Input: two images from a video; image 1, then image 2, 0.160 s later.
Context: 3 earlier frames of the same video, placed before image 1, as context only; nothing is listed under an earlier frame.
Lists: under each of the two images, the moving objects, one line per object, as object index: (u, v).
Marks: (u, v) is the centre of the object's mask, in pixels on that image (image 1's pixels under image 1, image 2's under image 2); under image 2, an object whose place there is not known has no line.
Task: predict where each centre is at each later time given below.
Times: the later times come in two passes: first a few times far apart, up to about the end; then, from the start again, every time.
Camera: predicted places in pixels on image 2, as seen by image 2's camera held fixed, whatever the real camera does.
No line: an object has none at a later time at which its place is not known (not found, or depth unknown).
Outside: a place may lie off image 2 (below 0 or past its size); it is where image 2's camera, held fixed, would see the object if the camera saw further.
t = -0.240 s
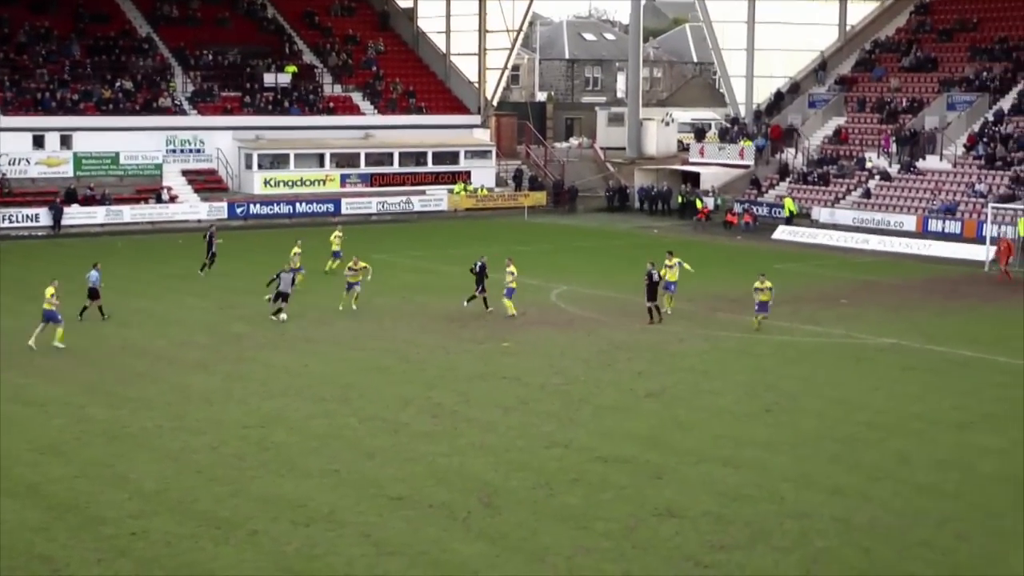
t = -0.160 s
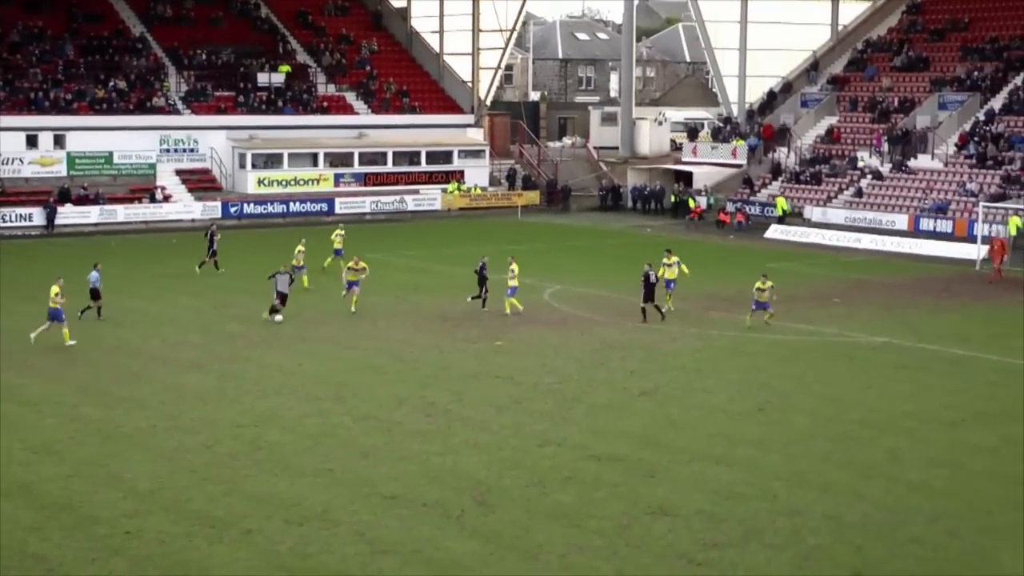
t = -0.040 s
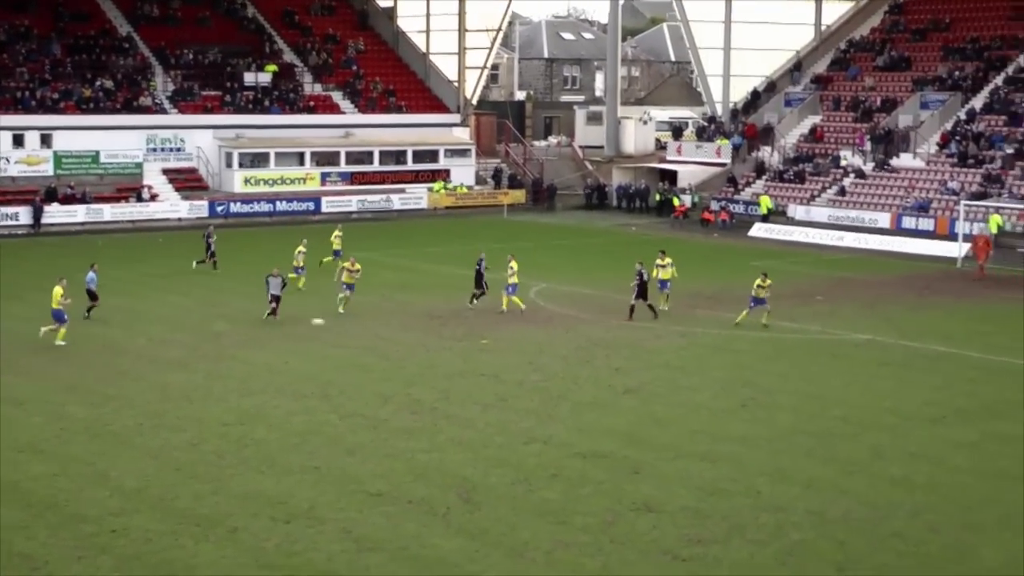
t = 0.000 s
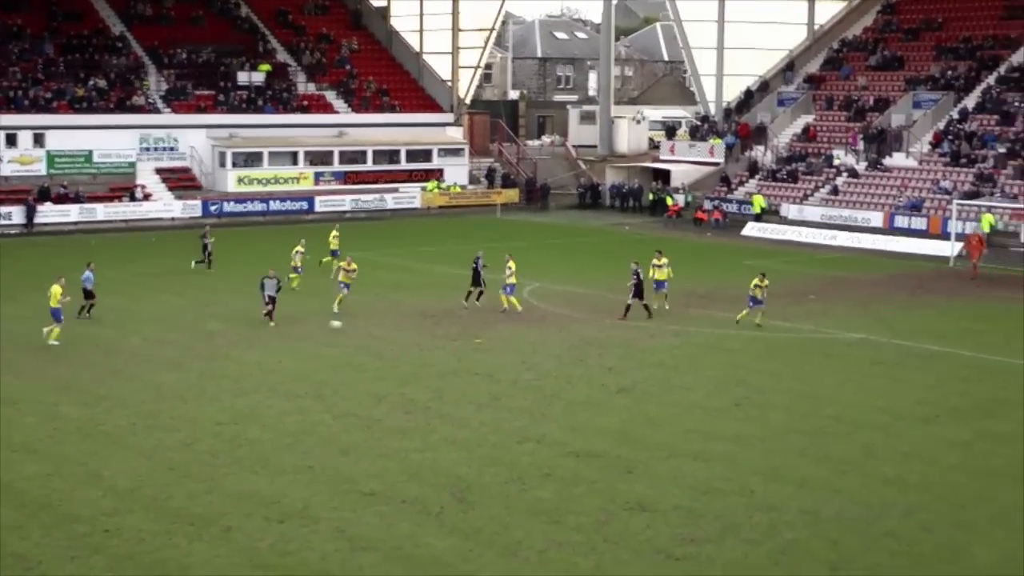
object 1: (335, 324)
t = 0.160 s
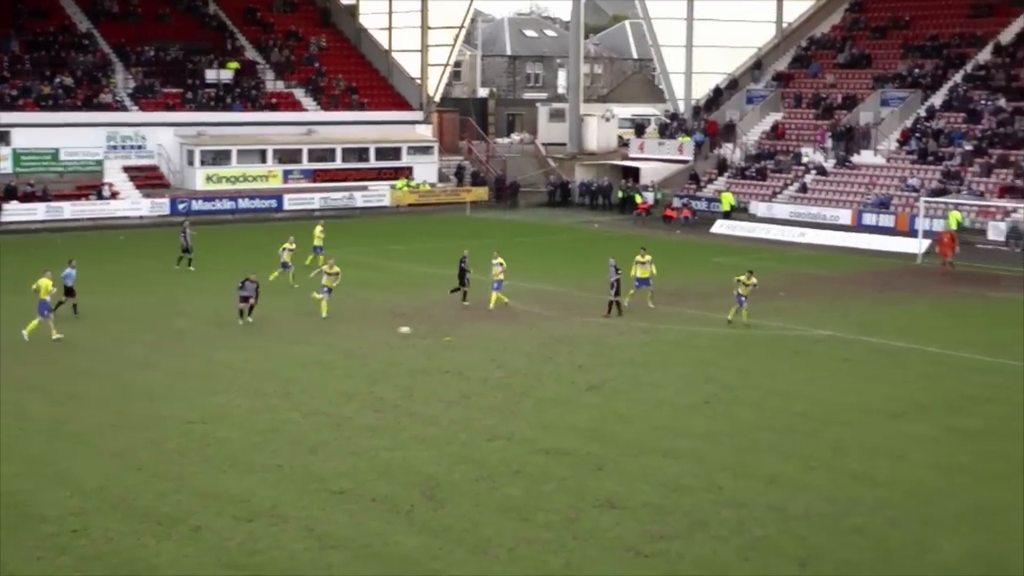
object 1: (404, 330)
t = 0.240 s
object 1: (453, 334)
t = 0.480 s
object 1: (596, 347)
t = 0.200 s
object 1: (429, 331)
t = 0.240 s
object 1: (453, 334)
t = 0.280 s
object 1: (479, 337)
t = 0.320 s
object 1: (503, 342)
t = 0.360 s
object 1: (528, 344)
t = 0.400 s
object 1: (550, 344)
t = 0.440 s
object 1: (573, 346)
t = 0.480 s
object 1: (596, 347)
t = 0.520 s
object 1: (619, 351)
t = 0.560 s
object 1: (642, 355)
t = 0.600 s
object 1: (663, 356)
